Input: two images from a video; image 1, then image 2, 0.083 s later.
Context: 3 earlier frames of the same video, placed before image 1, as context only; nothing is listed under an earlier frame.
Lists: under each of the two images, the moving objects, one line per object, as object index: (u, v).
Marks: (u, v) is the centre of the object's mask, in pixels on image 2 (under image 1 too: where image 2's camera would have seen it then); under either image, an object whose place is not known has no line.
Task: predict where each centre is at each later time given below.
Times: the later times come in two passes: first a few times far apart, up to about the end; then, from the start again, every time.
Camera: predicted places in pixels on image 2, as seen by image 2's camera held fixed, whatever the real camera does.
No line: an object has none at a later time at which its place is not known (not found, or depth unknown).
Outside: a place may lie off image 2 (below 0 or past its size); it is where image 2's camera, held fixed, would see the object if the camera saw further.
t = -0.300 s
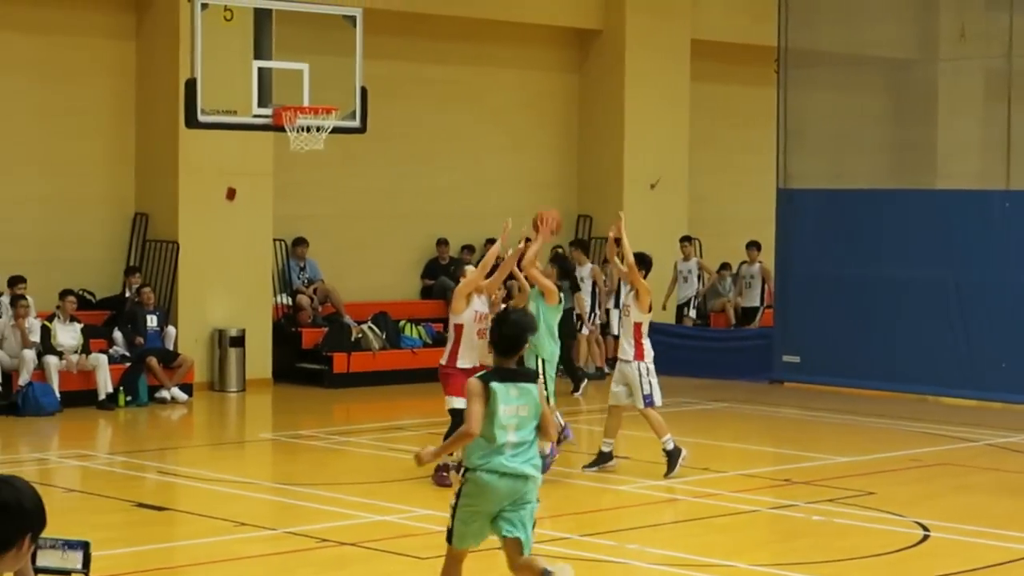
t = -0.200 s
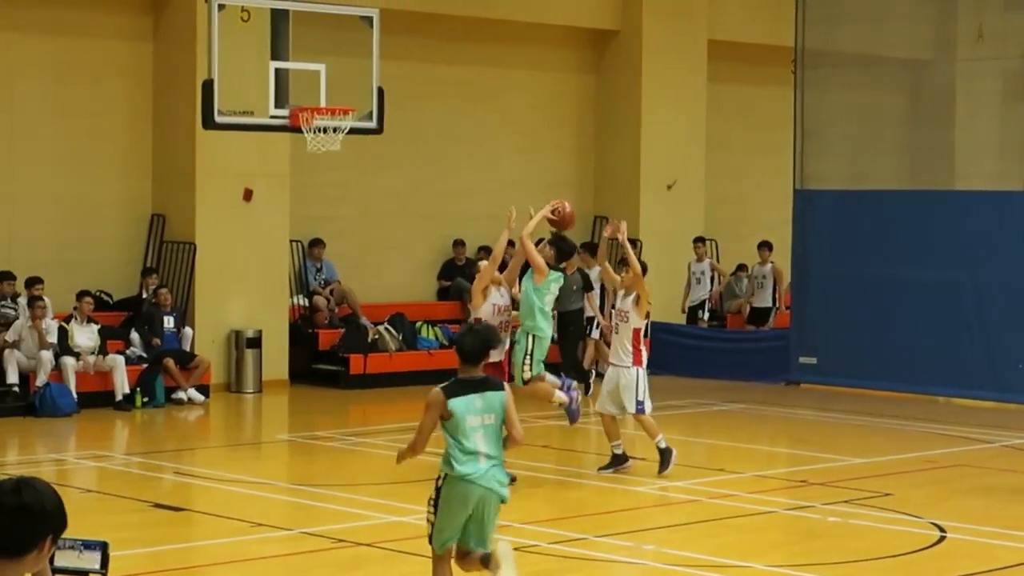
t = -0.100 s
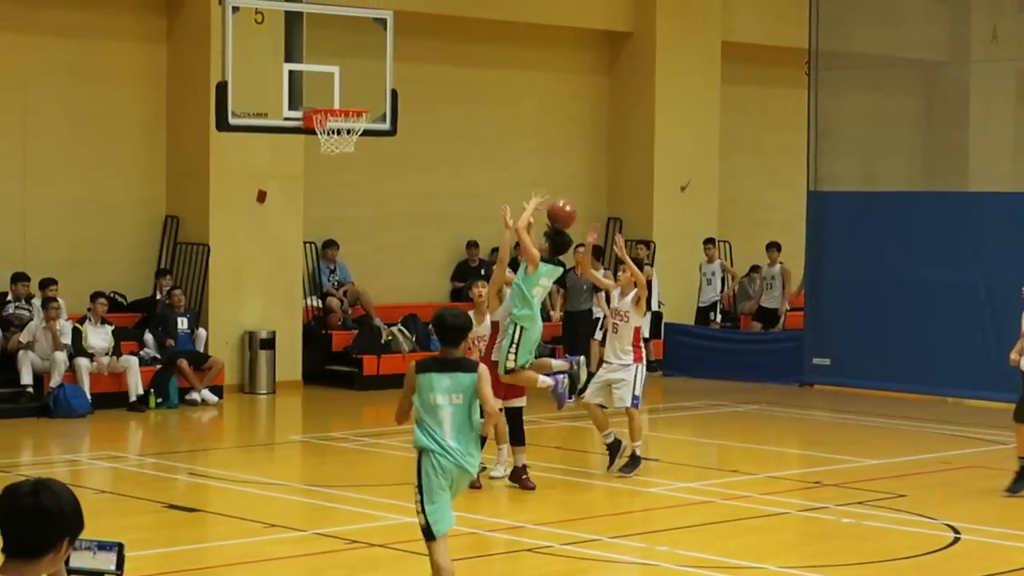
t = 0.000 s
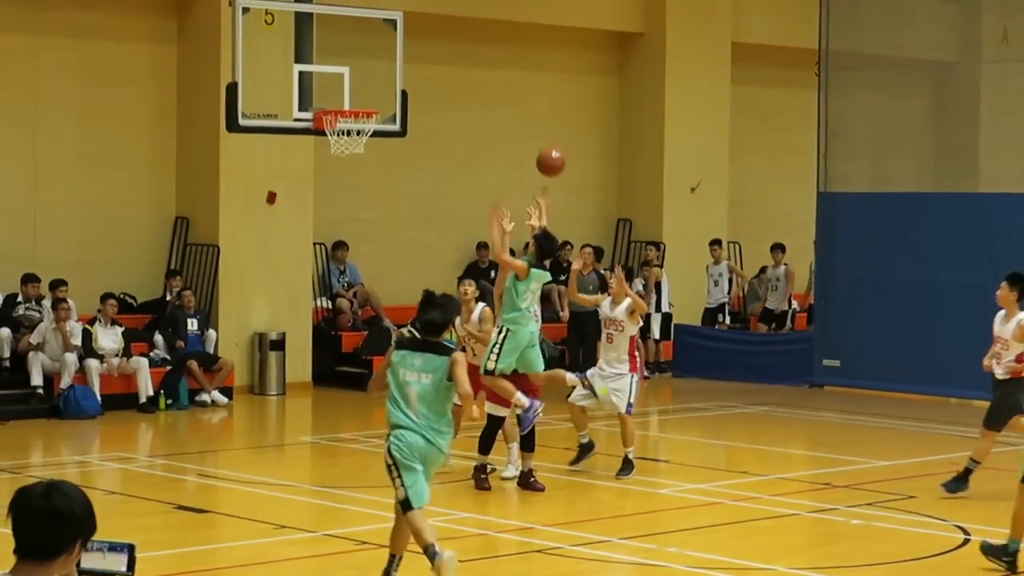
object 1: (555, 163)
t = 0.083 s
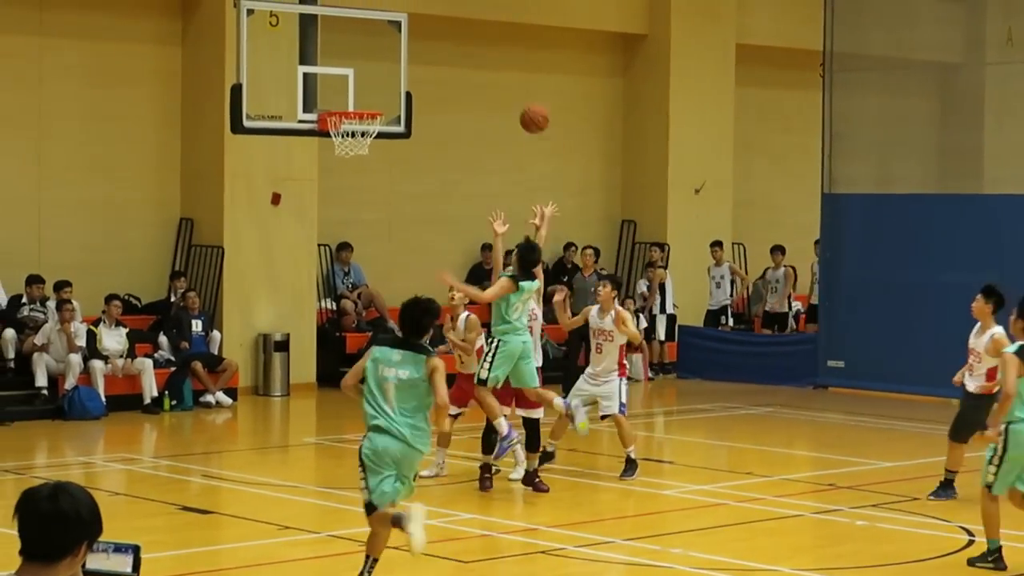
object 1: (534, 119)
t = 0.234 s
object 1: (496, 60)
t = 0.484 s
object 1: (436, 25)
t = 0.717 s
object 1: (379, 55)
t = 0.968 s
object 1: (339, 78)
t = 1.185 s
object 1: (321, 82)
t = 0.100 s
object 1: (530, 111)
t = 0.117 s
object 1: (526, 103)
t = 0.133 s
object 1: (522, 97)
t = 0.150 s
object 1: (518, 90)
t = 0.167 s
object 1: (513, 82)
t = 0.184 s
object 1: (509, 77)
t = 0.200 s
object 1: (505, 70)
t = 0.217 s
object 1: (501, 65)
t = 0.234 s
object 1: (496, 60)
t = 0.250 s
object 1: (492, 55)
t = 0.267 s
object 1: (488, 51)
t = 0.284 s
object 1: (484, 46)
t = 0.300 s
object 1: (480, 43)
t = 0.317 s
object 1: (476, 39)
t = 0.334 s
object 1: (472, 37)
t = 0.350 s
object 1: (468, 33)
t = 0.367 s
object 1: (464, 31)
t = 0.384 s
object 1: (460, 30)
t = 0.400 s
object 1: (456, 28)
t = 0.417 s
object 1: (452, 27)
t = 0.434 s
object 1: (448, 25)
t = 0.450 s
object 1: (444, 25)
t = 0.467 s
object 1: (439, 25)
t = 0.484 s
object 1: (436, 25)
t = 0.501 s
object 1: (431, 24)
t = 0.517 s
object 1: (427, 25)
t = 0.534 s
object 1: (423, 25)
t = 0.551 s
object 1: (419, 25)
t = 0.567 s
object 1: (416, 27)
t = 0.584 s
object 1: (411, 29)
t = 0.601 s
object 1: (407, 31)
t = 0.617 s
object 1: (403, 34)
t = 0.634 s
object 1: (399, 36)
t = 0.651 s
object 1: (395, 39)
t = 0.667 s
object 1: (391, 43)
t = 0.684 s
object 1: (387, 46)
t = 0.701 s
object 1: (383, 50)
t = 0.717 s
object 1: (379, 55)
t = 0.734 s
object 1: (375, 60)
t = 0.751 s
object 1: (372, 65)
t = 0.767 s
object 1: (368, 70)
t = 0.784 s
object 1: (363, 77)
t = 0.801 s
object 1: (359, 83)
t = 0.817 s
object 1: (355, 89)
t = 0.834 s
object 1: (352, 95)
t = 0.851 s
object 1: (349, 98)
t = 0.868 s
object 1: (348, 94)
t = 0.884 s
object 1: (346, 91)
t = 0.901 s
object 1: (345, 87)
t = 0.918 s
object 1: (343, 84)
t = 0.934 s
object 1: (342, 82)
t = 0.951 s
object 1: (340, 80)
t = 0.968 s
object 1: (339, 78)
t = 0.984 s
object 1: (338, 76)
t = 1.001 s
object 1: (336, 75)
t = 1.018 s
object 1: (335, 74)
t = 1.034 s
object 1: (334, 73)
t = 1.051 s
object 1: (332, 73)
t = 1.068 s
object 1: (331, 73)
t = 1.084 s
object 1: (329, 74)
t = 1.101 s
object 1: (328, 74)
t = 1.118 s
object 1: (327, 75)
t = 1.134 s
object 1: (326, 76)
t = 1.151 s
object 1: (324, 78)
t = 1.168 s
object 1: (323, 80)
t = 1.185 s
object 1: (321, 82)
